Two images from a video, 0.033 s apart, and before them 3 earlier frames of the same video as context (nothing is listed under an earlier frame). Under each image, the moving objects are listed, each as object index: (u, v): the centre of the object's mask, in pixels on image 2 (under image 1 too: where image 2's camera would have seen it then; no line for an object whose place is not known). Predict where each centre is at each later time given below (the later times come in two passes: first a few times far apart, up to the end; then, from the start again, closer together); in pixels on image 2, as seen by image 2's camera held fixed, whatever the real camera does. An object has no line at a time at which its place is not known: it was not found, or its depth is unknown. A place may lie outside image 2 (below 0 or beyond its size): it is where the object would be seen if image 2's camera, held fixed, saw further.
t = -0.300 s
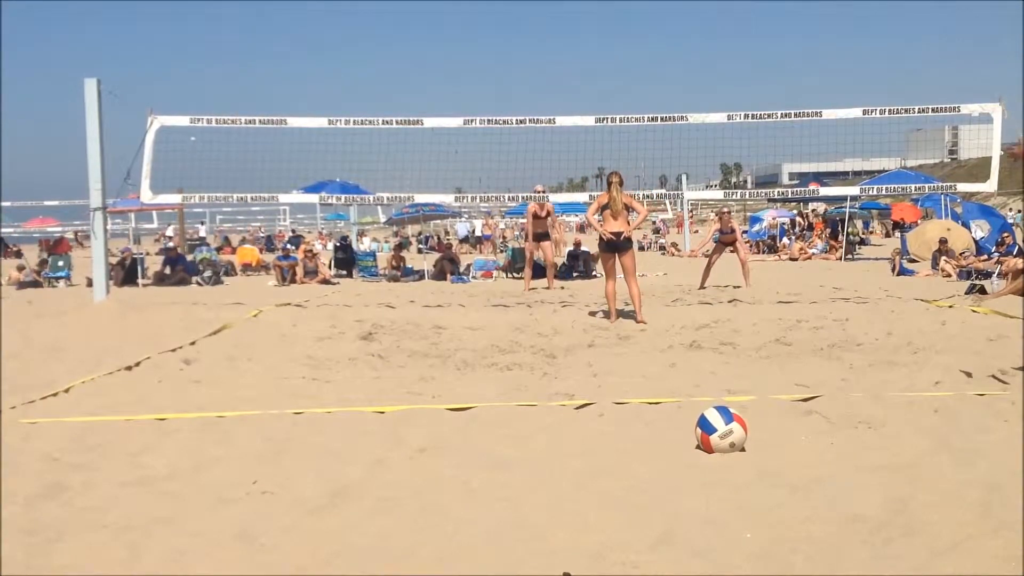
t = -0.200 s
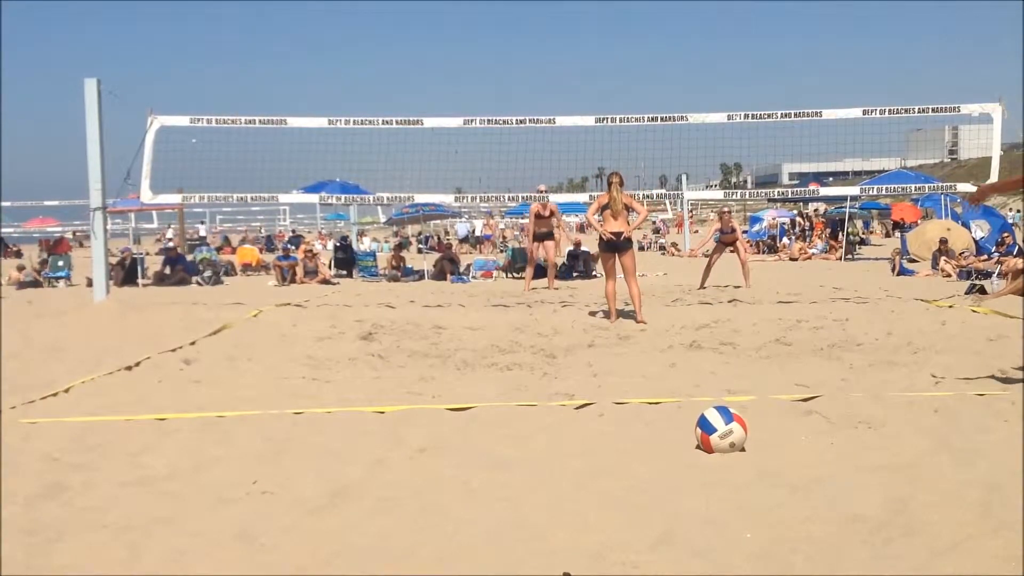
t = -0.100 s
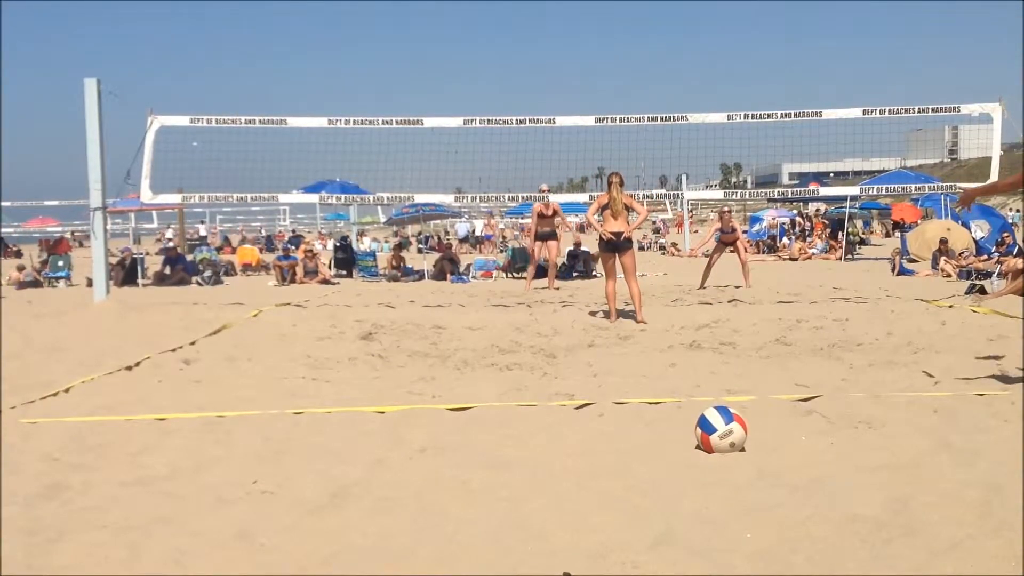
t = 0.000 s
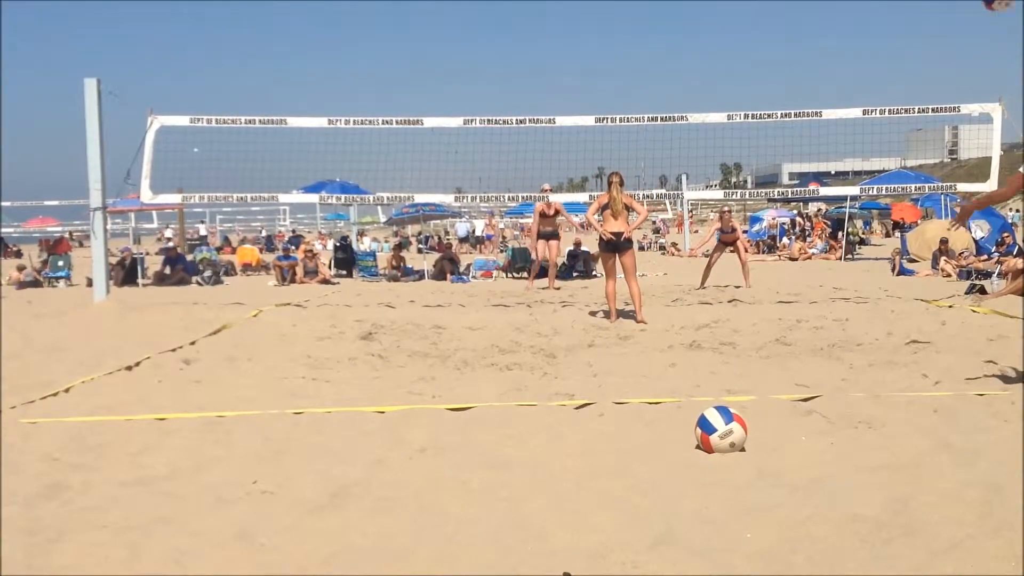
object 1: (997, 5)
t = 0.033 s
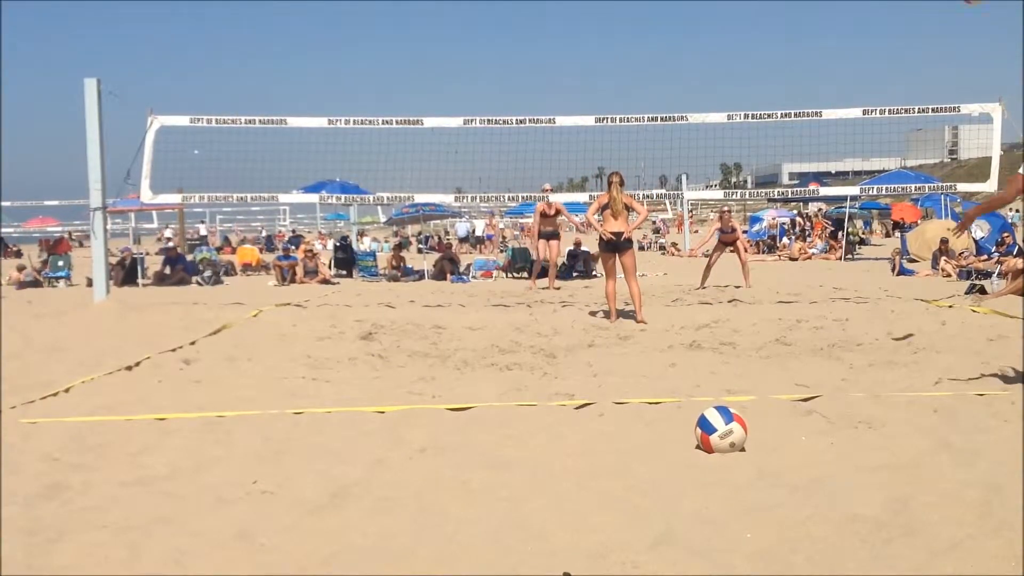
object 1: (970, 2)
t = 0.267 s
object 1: (864, 1)
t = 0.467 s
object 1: (811, 28)
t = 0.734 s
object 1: (764, 102)
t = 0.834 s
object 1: (753, 137)
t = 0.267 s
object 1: (864, 1)
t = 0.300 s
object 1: (853, 3)
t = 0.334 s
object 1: (844, 5)
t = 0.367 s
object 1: (835, 8)
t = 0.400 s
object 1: (826, 13)
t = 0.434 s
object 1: (818, 20)
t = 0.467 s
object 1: (811, 28)
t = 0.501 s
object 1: (804, 36)
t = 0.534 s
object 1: (797, 44)
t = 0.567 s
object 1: (790, 52)
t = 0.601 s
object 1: (784, 61)
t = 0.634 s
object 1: (778, 70)
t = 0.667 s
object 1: (773, 80)
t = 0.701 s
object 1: (768, 91)
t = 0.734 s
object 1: (764, 102)
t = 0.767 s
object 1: (760, 108)
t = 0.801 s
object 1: (756, 126)
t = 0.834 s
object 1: (753, 137)
